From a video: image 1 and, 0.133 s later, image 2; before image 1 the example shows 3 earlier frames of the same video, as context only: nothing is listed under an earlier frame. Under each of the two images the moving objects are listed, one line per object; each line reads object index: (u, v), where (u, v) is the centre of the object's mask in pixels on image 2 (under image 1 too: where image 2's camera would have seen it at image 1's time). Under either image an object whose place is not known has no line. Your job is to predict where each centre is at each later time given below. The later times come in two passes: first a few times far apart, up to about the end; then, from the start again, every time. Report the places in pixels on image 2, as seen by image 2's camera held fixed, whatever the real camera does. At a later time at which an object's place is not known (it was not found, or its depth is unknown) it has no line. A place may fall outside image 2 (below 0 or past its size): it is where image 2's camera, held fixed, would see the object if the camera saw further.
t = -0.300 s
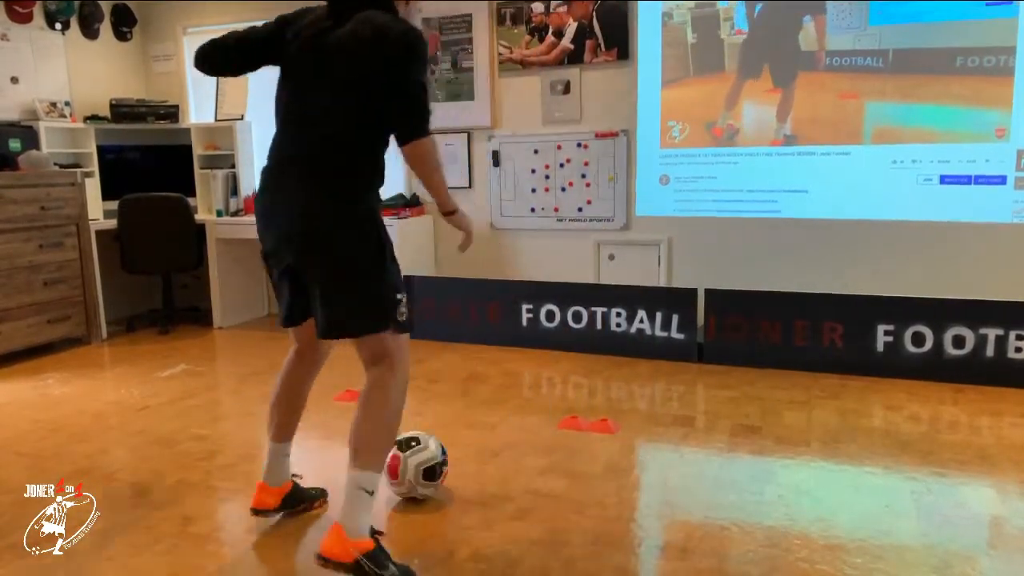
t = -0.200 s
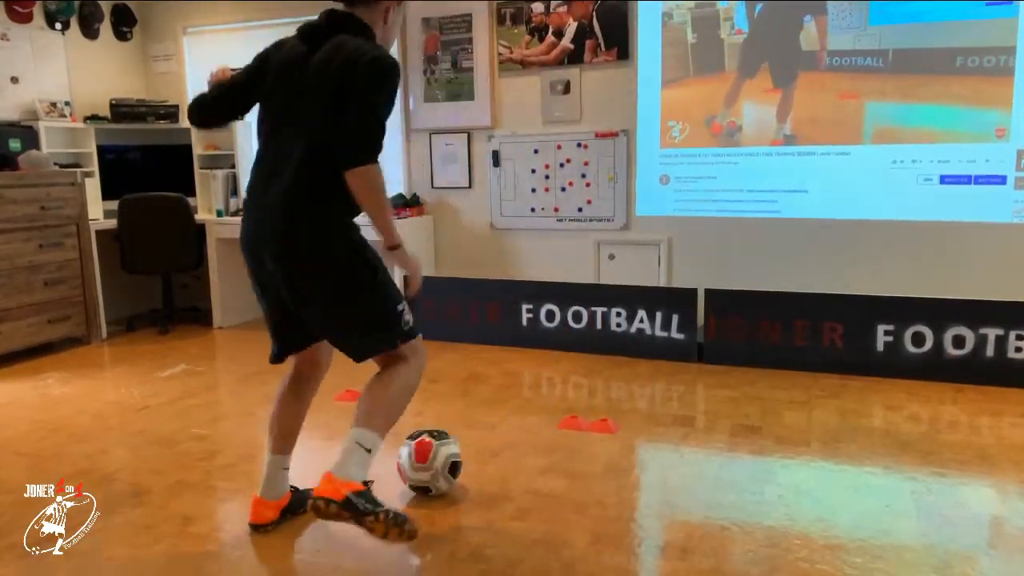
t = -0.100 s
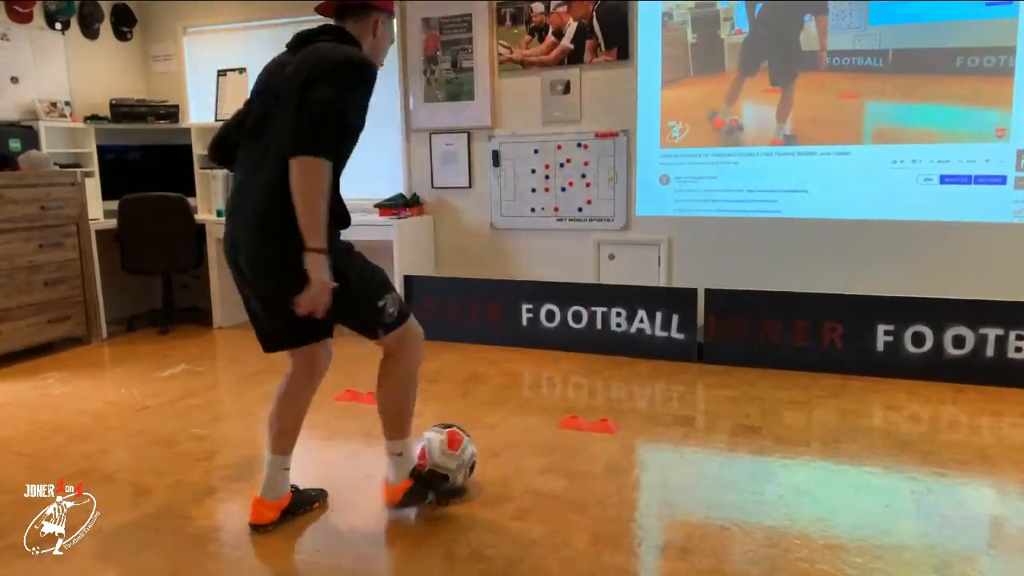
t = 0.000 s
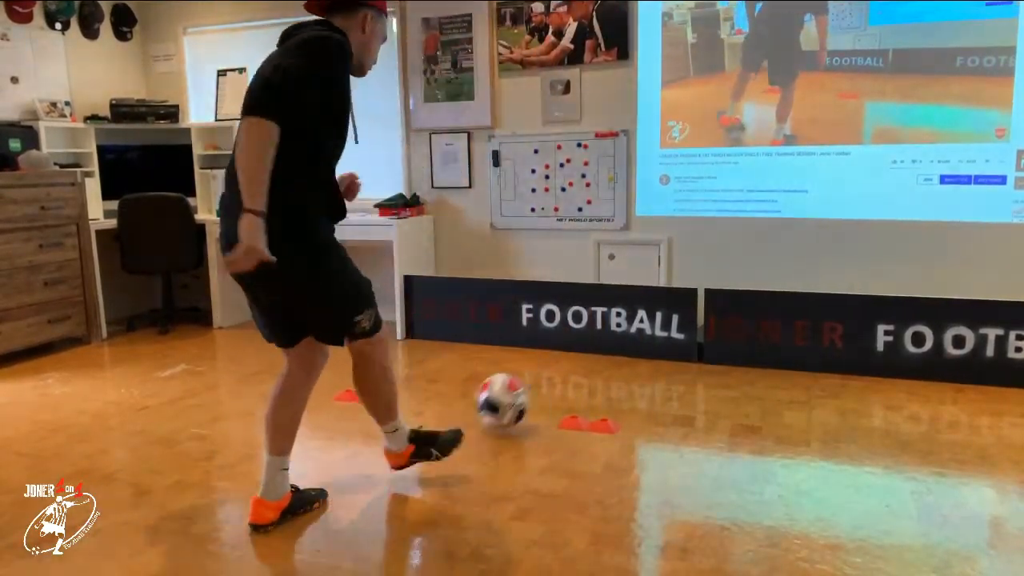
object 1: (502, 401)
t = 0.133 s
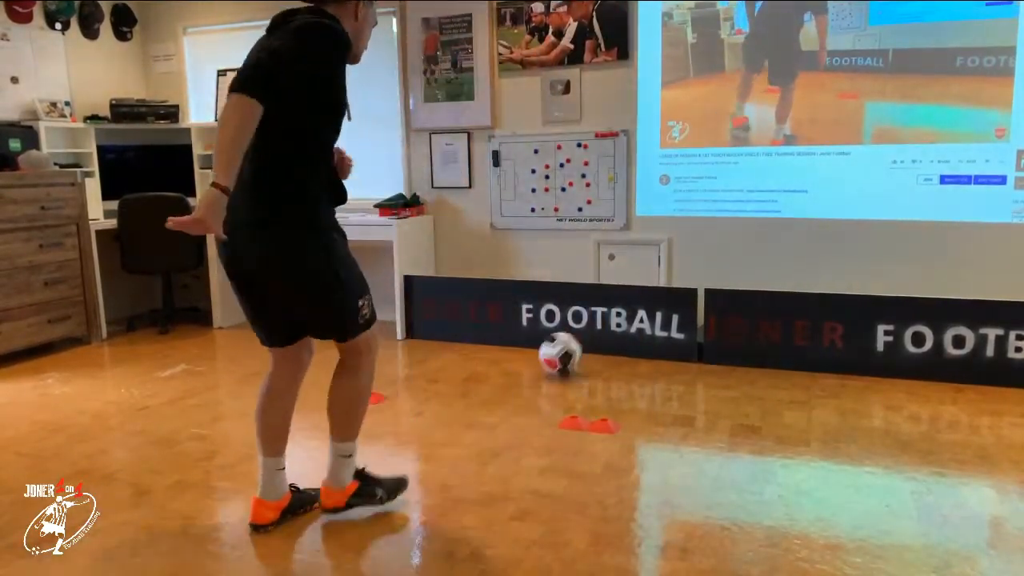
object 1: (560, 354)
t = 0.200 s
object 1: (580, 337)
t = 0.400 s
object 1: (537, 369)
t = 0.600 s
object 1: (494, 397)
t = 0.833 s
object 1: (445, 438)
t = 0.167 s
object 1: (571, 346)
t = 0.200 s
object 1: (580, 337)
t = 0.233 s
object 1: (575, 337)
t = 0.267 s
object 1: (568, 339)
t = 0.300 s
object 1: (561, 344)
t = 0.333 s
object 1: (554, 351)
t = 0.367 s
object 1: (545, 361)
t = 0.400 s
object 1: (537, 369)
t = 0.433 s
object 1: (530, 370)
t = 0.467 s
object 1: (523, 373)
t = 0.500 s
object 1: (516, 379)
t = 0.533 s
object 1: (508, 386)
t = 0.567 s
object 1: (500, 397)
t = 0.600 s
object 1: (494, 397)
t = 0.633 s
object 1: (487, 401)
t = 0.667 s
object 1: (480, 408)
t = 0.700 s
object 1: (473, 417)
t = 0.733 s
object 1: (466, 420)
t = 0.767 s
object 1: (459, 422)
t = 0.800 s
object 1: (453, 430)
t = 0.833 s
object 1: (445, 438)
